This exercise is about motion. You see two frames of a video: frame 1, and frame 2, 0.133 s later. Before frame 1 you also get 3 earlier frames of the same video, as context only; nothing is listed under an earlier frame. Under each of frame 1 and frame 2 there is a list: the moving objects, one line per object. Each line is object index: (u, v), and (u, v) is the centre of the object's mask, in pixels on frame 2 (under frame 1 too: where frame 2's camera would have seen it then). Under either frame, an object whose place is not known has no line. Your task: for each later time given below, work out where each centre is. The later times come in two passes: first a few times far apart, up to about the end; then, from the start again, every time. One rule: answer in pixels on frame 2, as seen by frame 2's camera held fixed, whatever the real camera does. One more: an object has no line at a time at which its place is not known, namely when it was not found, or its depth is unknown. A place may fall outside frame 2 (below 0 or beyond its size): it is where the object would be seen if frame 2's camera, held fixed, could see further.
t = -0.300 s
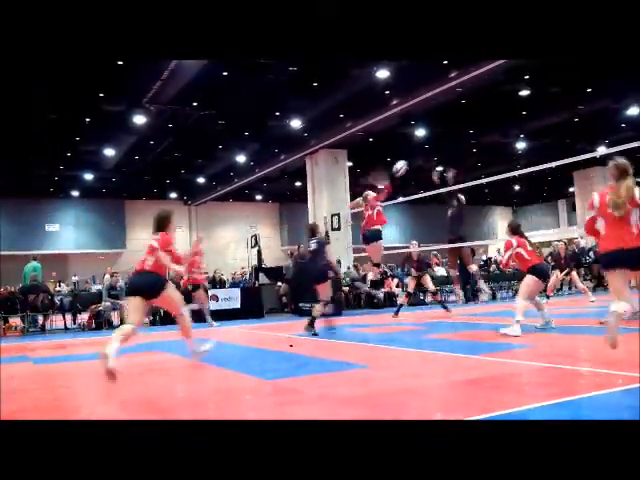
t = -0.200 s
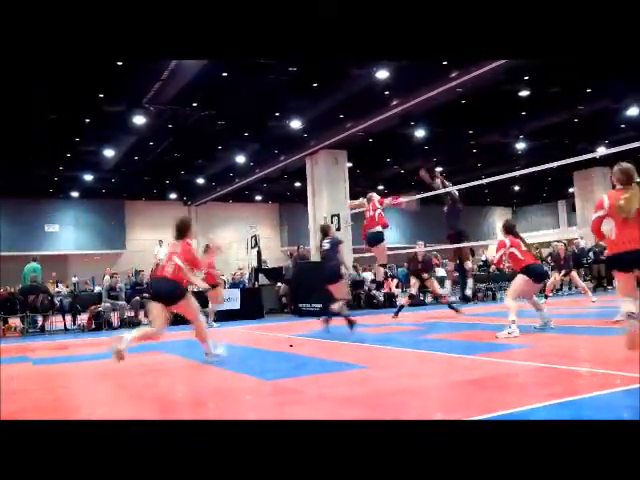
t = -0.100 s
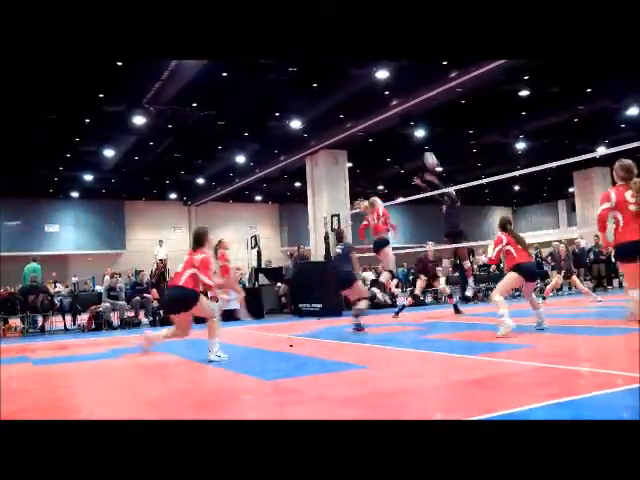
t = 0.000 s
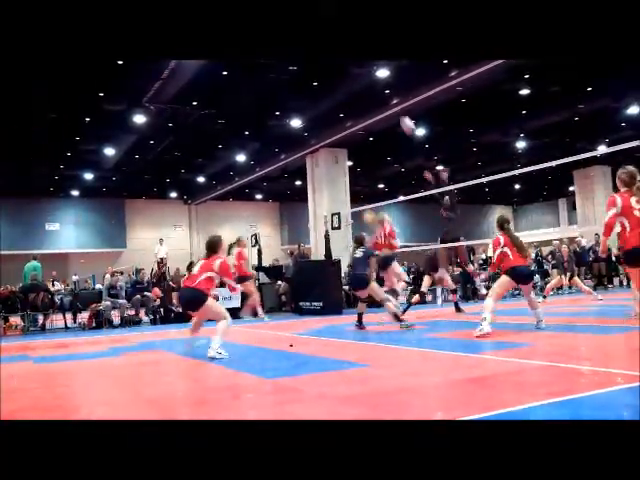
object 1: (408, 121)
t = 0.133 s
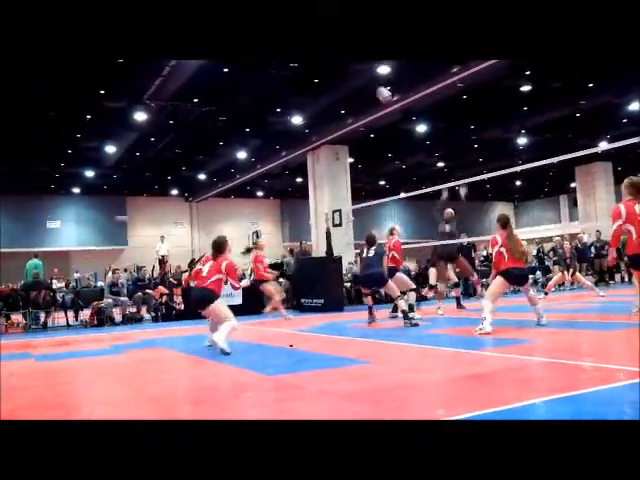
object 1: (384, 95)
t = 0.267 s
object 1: (360, 76)
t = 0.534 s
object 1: (312, 68)
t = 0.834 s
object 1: (256, 106)
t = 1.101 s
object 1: (203, 190)
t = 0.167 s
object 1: (378, 89)
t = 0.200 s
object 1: (372, 85)
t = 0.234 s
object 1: (366, 80)
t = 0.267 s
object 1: (360, 76)
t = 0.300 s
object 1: (354, 73)
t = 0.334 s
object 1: (348, 71)
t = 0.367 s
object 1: (342, 69)
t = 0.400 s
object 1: (336, 67)
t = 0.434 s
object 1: (330, 66)
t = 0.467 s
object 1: (324, 66)
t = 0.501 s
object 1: (318, 67)
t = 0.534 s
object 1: (312, 68)
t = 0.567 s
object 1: (306, 70)
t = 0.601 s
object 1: (300, 72)
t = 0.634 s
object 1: (293, 74)
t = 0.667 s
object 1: (287, 78)
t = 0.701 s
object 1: (281, 82)
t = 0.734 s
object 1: (275, 87)
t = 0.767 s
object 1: (269, 93)
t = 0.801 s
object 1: (262, 99)
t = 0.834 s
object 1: (256, 106)
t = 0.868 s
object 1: (249, 114)
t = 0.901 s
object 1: (243, 123)
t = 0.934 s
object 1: (237, 133)
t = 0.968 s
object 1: (231, 142)
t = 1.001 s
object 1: (224, 153)
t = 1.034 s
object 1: (217, 165)
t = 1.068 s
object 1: (212, 176)
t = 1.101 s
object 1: (203, 190)
